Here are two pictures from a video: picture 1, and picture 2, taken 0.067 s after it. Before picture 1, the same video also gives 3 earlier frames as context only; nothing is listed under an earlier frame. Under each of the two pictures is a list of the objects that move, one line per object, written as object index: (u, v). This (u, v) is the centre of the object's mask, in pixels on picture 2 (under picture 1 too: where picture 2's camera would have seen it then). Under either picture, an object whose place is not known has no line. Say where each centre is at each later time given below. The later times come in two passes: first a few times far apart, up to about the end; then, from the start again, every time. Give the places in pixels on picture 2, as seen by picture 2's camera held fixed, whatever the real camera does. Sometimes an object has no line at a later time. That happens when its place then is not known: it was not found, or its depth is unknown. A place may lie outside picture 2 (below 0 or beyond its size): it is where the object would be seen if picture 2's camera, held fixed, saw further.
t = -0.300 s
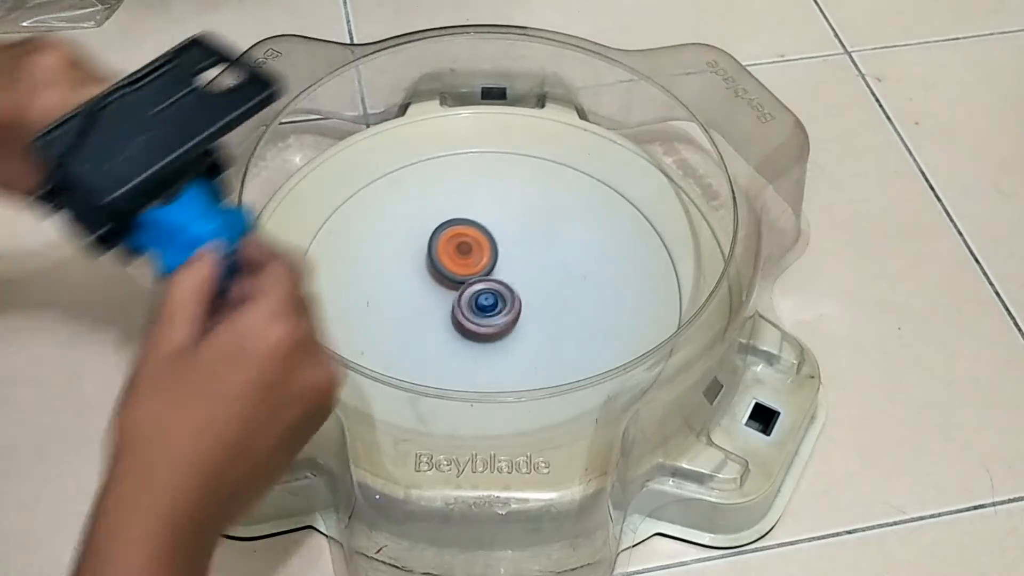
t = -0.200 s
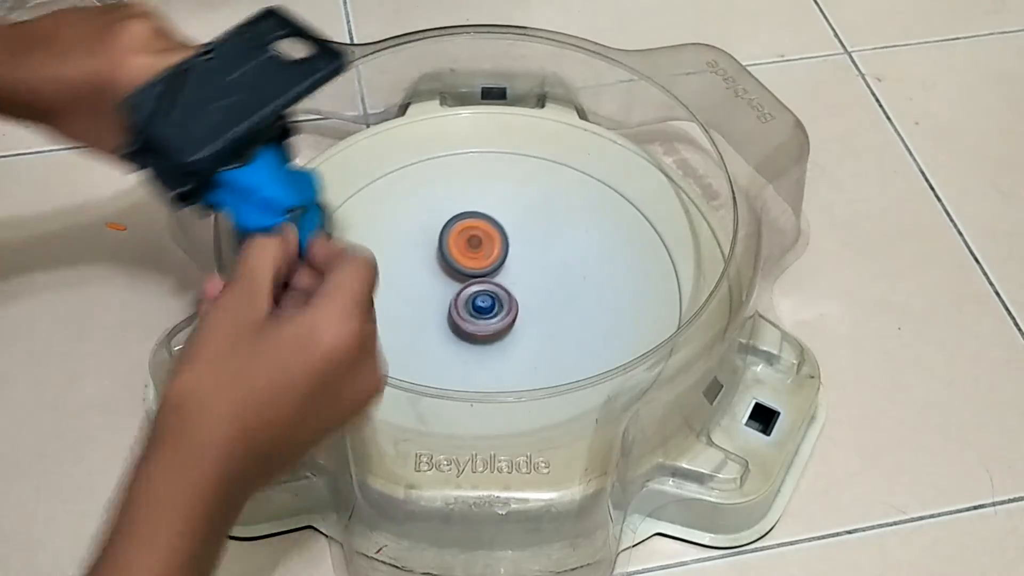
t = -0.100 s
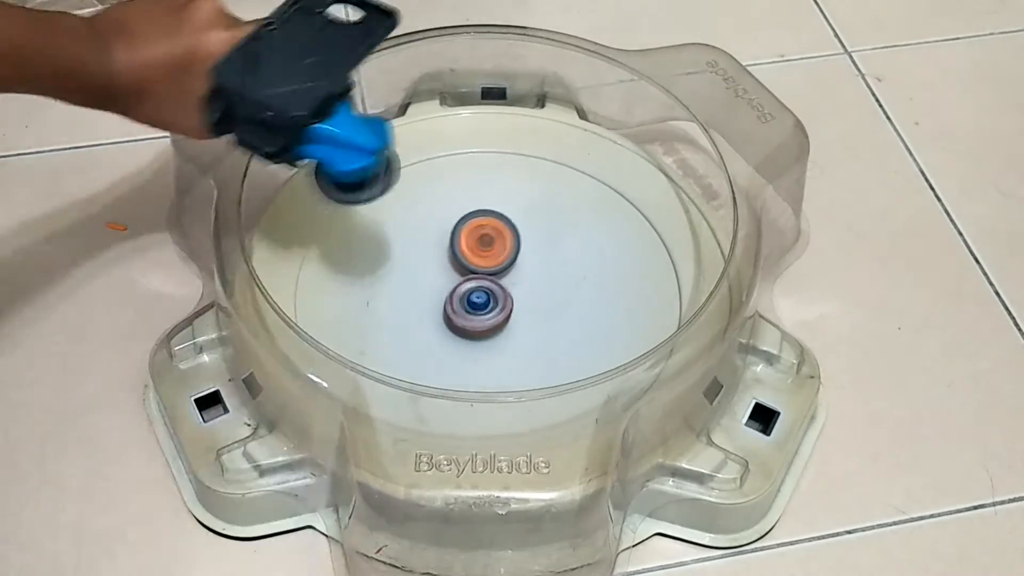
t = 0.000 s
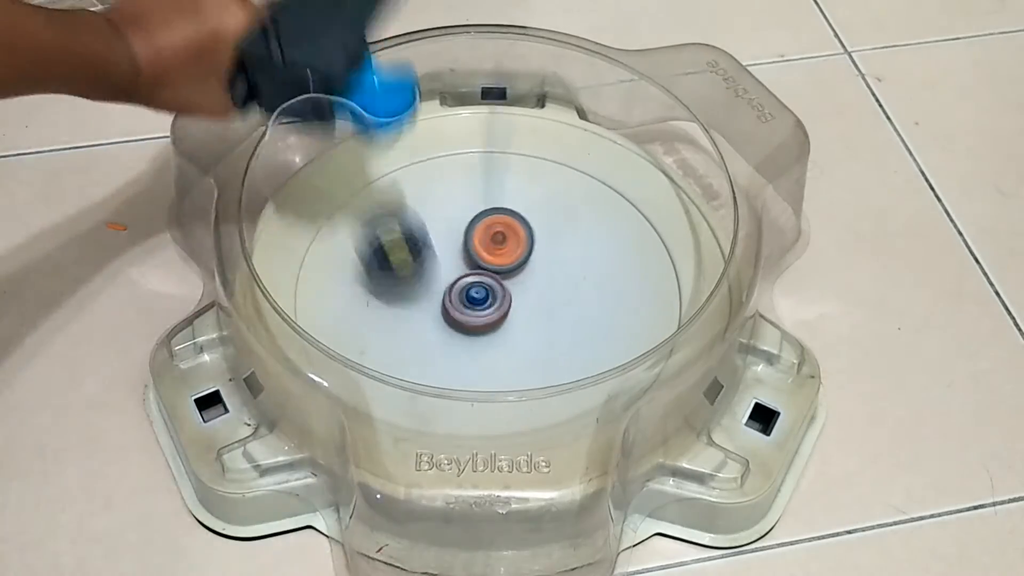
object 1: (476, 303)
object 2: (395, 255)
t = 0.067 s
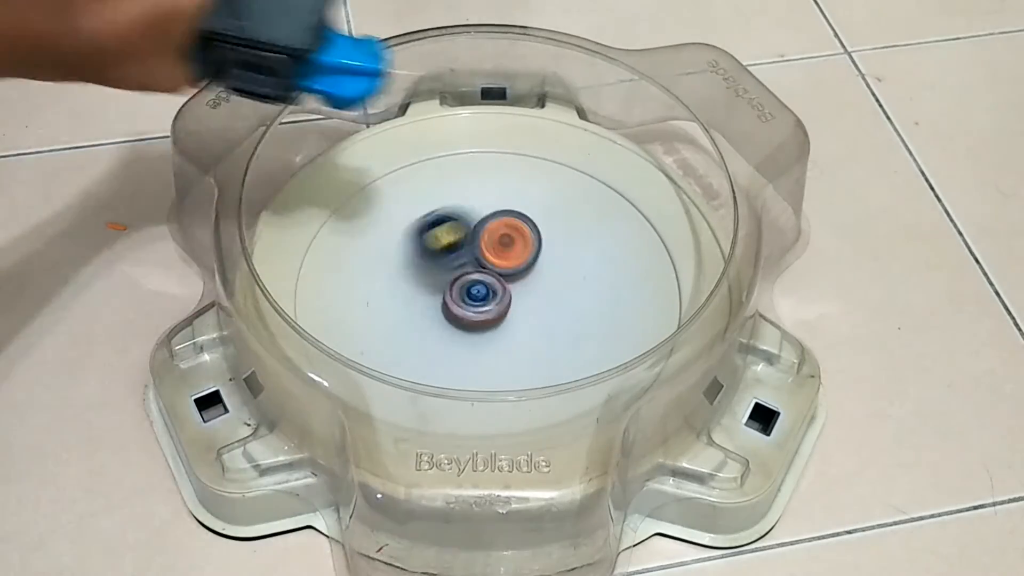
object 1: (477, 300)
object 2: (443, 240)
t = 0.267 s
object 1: (477, 297)
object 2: (541, 321)
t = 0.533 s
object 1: (492, 298)
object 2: (531, 362)
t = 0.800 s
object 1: (429, 272)
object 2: (499, 360)
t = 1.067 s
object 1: (404, 263)
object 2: (437, 395)
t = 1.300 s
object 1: (422, 280)
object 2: (437, 384)
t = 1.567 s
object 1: (420, 257)
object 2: (543, 322)
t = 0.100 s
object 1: (475, 301)
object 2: (474, 233)
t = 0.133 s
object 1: (475, 301)
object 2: (509, 242)
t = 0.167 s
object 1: (474, 300)
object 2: (520, 248)
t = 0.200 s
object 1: (474, 300)
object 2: (528, 264)
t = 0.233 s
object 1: (476, 299)
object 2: (536, 291)
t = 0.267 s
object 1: (477, 297)
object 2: (541, 321)
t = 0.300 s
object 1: (477, 297)
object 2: (546, 319)
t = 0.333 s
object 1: (479, 296)
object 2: (549, 330)
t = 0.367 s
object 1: (483, 296)
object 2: (550, 349)
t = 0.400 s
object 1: (484, 296)
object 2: (551, 357)
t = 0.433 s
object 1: (486, 297)
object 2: (547, 358)
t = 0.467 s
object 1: (489, 296)
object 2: (544, 363)
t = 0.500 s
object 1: (491, 297)
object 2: (538, 361)
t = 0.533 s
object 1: (492, 298)
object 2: (531, 362)
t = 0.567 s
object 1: (487, 303)
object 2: (523, 360)
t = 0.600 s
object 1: (481, 307)
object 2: (515, 358)
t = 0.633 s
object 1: (476, 305)
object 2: (509, 352)
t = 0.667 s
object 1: (473, 303)
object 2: (504, 353)
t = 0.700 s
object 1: (468, 295)
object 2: (502, 350)
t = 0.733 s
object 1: (452, 286)
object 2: (501, 351)
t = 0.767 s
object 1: (438, 278)
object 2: (501, 360)
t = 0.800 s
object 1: (429, 272)
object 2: (499, 360)
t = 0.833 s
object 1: (424, 269)
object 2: (497, 360)
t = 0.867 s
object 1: (420, 266)
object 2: (495, 359)
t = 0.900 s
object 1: (418, 264)
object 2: (493, 356)
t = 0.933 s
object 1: (415, 262)
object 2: (491, 353)
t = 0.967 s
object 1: (413, 262)
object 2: (478, 361)
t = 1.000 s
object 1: (410, 262)
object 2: (464, 368)
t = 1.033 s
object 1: (407, 262)
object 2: (453, 371)
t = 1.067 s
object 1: (404, 263)
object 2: (437, 395)
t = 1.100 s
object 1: (403, 265)
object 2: (428, 400)
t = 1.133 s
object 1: (403, 266)
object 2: (423, 403)
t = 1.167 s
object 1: (403, 267)
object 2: (421, 403)
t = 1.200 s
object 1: (406, 270)
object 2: (422, 402)
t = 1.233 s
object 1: (412, 274)
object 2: (425, 398)
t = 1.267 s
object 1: (417, 277)
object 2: (429, 397)
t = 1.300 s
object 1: (422, 280)
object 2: (437, 384)
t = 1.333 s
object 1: (427, 282)
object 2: (444, 376)
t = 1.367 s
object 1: (432, 283)
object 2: (454, 363)
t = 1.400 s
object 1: (438, 284)
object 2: (461, 357)
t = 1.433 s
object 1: (444, 285)
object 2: (470, 344)
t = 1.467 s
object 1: (449, 284)
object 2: (479, 330)
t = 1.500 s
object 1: (452, 281)
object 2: (488, 317)
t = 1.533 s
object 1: (437, 265)
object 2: (516, 321)
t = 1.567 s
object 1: (420, 257)
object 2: (543, 322)
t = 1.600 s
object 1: (406, 254)
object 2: (570, 322)
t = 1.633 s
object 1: (400, 248)
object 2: (591, 321)
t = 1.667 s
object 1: (396, 240)
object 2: (608, 319)
